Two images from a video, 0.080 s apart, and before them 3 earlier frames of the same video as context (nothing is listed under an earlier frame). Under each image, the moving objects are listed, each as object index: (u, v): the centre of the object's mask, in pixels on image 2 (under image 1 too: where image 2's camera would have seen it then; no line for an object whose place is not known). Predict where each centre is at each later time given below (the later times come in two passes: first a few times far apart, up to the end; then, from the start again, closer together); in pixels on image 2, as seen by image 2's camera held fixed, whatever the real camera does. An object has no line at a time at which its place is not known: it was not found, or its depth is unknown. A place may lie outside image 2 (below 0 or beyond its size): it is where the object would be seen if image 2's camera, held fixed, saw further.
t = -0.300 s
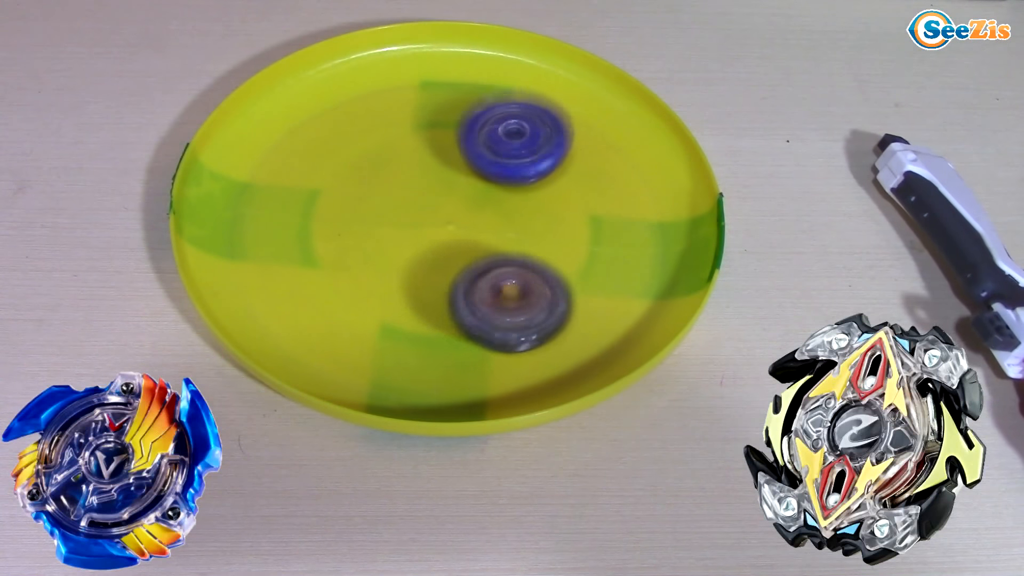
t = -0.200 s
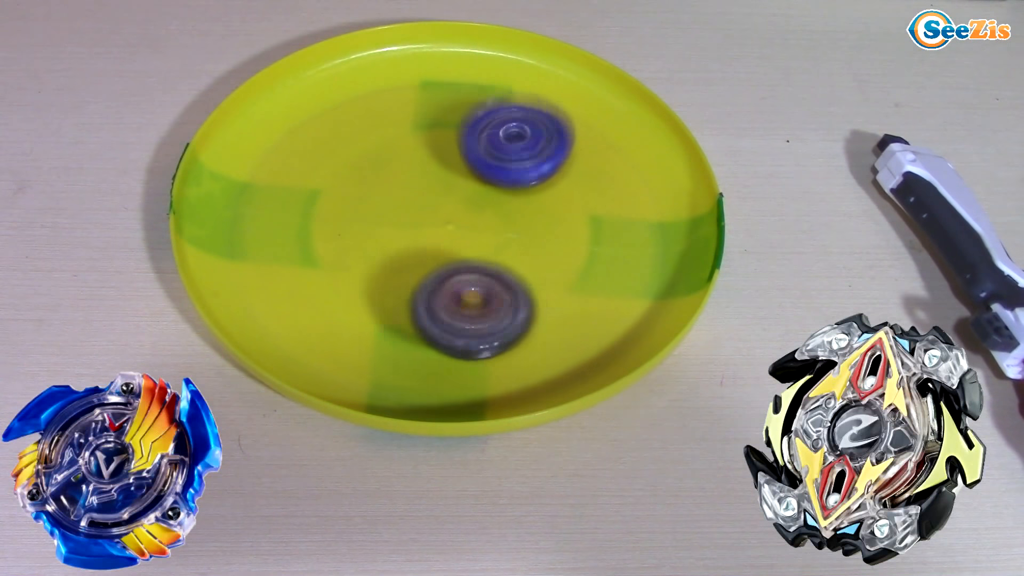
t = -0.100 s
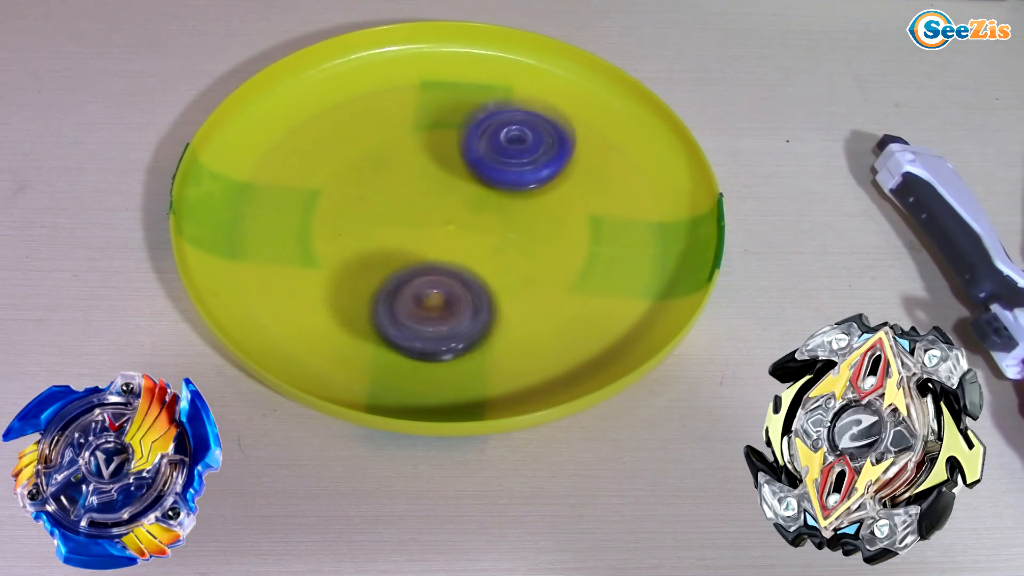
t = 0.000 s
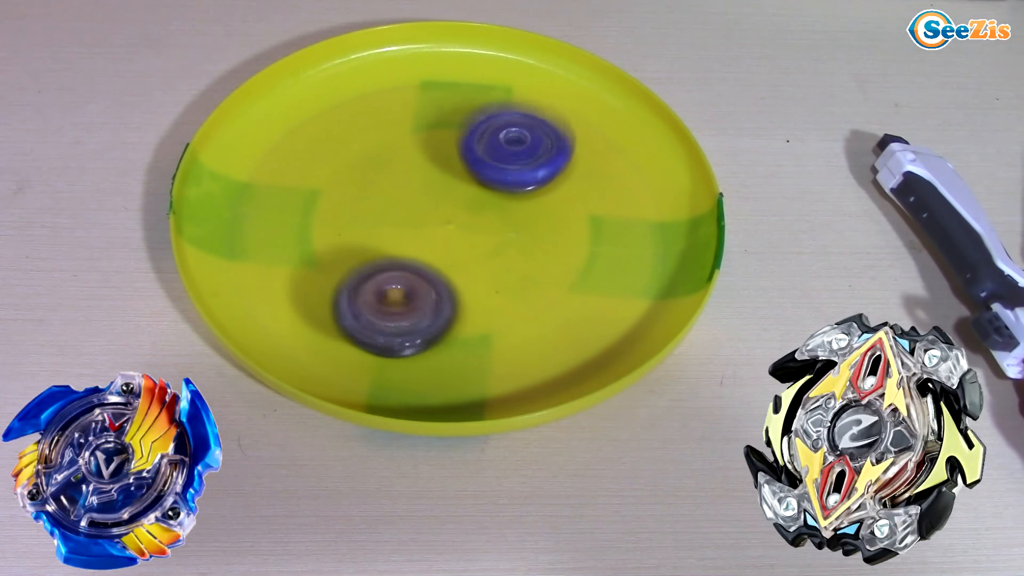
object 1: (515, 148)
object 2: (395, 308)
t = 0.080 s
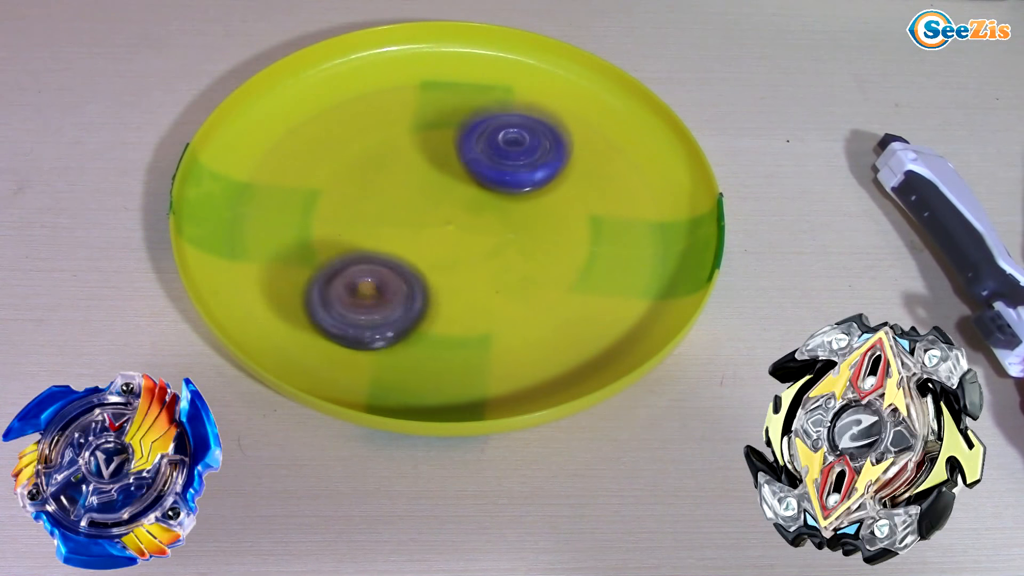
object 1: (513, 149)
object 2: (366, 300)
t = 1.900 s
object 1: (529, 159)
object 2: (518, 58)
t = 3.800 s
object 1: (523, 157)
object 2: (563, 275)
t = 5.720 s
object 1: (570, 148)
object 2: (502, 52)
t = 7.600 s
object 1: (590, 188)
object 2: (600, 91)
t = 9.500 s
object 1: (591, 178)
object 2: (530, 72)
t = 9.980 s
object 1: (600, 176)
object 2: (520, 54)
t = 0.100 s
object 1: (512, 149)
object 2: (360, 298)
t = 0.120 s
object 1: (512, 149)
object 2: (353, 296)
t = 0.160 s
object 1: (512, 149)
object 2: (340, 291)
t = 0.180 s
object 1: (511, 148)
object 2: (334, 288)
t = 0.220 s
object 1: (510, 149)
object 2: (322, 281)
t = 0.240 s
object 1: (509, 148)
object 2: (317, 278)
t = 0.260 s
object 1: (510, 148)
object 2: (311, 275)
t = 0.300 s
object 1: (509, 148)
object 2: (300, 267)
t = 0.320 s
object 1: (508, 147)
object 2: (295, 263)
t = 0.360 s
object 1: (507, 147)
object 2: (285, 254)
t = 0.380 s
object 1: (508, 145)
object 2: (281, 250)
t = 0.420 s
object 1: (508, 145)
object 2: (274, 241)
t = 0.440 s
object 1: (507, 144)
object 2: (270, 237)
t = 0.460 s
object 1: (508, 143)
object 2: (266, 232)
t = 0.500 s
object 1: (508, 142)
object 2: (261, 222)
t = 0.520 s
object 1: (509, 141)
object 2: (258, 218)
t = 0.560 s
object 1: (509, 140)
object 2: (254, 206)
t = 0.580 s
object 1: (508, 138)
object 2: (252, 202)
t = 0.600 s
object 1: (510, 138)
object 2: (251, 197)
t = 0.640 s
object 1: (510, 136)
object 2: (248, 187)
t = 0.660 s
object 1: (510, 136)
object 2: (247, 182)
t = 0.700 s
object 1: (511, 135)
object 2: (246, 171)
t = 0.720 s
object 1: (513, 135)
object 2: (245, 166)
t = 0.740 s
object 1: (513, 134)
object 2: (245, 161)
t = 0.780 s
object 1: (514, 132)
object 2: (247, 150)
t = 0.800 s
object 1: (516, 133)
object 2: (248, 146)
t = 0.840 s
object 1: (517, 132)
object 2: (251, 136)
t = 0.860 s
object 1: (518, 131)
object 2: (253, 131)
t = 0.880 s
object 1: (518, 132)
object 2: (255, 127)
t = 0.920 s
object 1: (520, 131)
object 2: (260, 120)
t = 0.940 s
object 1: (522, 131)
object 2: (262, 120)
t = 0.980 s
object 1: (524, 131)
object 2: (266, 118)
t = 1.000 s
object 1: (524, 131)
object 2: (268, 115)
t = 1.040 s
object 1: (526, 131)
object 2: (275, 108)
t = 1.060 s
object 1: (527, 131)
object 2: (279, 105)
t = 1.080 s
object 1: (528, 131)
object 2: (284, 101)
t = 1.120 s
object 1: (529, 132)
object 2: (293, 95)
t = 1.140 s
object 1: (531, 132)
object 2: (298, 92)
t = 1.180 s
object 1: (533, 132)
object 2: (308, 86)
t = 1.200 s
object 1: (533, 133)
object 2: (313, 83)
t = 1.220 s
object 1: (534, 133)
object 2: (319, 80)
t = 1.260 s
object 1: (535, 134)
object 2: (329, 76)
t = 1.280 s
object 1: (535, 134)
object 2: (335, 73)
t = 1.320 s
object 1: (535, 136)
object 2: (347, 69)
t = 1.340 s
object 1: (536, 137)
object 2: (354, 67)
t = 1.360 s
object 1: (536, 137)
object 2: (360, 66)
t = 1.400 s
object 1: (536, 138)
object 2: (372, 63)
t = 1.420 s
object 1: (535, 138)
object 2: (379, 61)
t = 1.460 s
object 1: (535, 138)
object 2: (391, 59)
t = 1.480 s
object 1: (536, 139)
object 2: (397, 58)
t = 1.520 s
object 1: (536, 140)
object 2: (410, 57)
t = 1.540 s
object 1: (535, 140)
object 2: (416, 57)
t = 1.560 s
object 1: (536, 141)
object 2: (421, 56)
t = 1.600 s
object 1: (535, 142)
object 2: (433, 56)
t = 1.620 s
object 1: (534, 141)
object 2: (438, 56)
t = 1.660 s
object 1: (534, 141)
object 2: (451, 57)
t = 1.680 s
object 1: (534, 142)
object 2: (456, 58)
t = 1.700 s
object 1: (534, 141)
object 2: (462, 59)
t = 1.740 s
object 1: (533, 141)
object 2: (473, 61)
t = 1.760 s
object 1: (533, 142)
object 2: (479, 62)
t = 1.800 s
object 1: (533, 142)
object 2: (490, 65)
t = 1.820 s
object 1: (533, 142)
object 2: (496, 66)
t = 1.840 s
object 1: (532, 143)
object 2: (501, 66)
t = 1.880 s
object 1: (530, 152)
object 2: (512, 61)
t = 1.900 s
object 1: (529, 159)
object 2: (518, 58)
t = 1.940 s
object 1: (528, 166)
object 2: (527, 53)
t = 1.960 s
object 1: (527, 170)
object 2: (527, 54)
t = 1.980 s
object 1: (526, 171)
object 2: (525, 57)
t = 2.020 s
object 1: (524, 174)
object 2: (522, 62)
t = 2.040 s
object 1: (524, 175)
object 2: (522, 63)
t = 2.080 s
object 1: (522, 177)
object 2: (526, 64)
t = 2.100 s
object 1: (520, 177)
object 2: (531, 66)
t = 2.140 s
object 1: (518, 178)
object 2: (539, 69)
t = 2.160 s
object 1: (517, 179)
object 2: (544, 71)
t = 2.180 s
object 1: (515, 179)
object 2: (548, 73)
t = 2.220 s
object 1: (512, 179)
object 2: (557, 78)
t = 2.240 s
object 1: (512, 179)
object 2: (560, 80)
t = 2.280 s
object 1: (509, 179)
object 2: (569, 85)
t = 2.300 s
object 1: (507, 178)
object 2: (571, 88)
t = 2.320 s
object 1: (506, 179)
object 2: (576, 91)
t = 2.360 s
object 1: (504, 176)
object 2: (582, 97)
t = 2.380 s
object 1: (504, 176)
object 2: (586, 100)
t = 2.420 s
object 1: (502, 174)
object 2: (593, 106)
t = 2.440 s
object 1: (501, 172)
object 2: (596, 110)
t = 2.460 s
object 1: (502, 172)
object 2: (598, 113)
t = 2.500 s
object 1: (503, 168)
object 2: (604, 120)
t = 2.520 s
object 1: (501, 167)
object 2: (606, 123)
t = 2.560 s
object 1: (501, 164)
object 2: (611, 130)
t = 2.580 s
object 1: (503, 163)
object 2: (614, 134)
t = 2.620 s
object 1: (504, 160)
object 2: (617, 141)
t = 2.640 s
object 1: (504, 159)
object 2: (619, 145)
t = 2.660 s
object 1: (504, 157)
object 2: (621, 148)
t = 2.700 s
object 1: (502, 155)
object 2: (630, 157)
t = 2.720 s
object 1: (501, 153)
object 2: (632, 160)
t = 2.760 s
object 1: (502, 151)
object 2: (639, 167)
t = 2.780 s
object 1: (504, 150)
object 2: (641, 171)
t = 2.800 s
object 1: (504, 148)
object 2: (645, 174)
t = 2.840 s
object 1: (506, 147)
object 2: (650, 182)
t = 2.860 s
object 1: (508, 145)
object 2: (652, 186)
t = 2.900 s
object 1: (510, 144)
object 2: (656, 194)
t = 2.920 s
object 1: (512, 144)
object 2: (658, 198)
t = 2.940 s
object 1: (513, 144)
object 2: (660, 202)
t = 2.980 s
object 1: (516, 143)
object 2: (662, 211)
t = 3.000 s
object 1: (518, 143)
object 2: (664, 215)
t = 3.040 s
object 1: (520, 144)
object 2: (666, 224)
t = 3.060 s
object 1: (521, 143)
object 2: (668, 228)
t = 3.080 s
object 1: (524, 144)
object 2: (667, 232)
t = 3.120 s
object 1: (526, 144)
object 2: (665, 232)
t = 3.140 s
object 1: (526, 145)
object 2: (664, 231)
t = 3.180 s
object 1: (527, 146)
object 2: (663, 232)
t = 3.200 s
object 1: (529, 146)
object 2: (663, 234)
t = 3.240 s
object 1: (531, 147)
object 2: (659, 241)
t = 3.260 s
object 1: (532, 148)
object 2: (657, 244)
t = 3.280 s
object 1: (533, 149)
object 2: (655, 247)
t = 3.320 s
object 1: (534, 150)
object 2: (650, 252)
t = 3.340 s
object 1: (534, 151)
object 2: (647, 255)
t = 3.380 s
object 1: (535, 153)
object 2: (641, 259)
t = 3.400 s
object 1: (534, 153)
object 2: (639, 262)
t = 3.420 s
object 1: (536, 154)
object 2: (635, 263)
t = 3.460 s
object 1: (535, 156)
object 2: (629, 266)
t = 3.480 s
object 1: (533, 157)
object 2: (625, 269)
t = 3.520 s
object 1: (532, 158)
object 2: (618, 271)
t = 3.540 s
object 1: (532, 158)
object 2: (615, 273)
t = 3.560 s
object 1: (532, 159)
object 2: (611, 274)
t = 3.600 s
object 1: (531, 160)
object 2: (604, 276)
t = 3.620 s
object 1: (529, 161)
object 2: (599, 276)
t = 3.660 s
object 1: (527, 160)
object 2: (592, 277)
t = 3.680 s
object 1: (528, 161)
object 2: (588, 278)
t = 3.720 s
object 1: (526, 159)
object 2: (580, 278)
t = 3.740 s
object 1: (524, 159)
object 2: (577, 278)
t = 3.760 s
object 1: (524, 158)
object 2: (572, 277)
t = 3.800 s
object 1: (523, 157)
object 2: (563, 275)
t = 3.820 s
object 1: (523, 156)
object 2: (560, 275)
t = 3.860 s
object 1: (522, 155)
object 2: (552, 273)
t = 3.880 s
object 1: (521, 154)
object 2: (549, 272)
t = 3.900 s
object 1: (522, 154)
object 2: (545, 271)
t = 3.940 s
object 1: (522, 152)
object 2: (538, 268)
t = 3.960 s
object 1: (520, 151)
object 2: (534, 266)
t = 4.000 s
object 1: (522, 150)
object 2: (527, 263)
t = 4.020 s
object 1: (522, 148)
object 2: (525, 261)
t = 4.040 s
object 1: (523, 148)
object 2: (521, 258)
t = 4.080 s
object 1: (523, 146)
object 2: (516, 253)
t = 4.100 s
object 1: (524, 145)
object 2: (512, 251)
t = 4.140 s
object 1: (525, 143)
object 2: (506, 246)
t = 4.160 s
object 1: (527, 144)
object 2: (504, 244)
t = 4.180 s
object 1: (526, 143)
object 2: (501, 241)
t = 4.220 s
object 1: (529, 143)
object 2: (496, 235)
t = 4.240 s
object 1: (530, 141)
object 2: (492, 232)
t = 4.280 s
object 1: (532, 141)
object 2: (487, 226)
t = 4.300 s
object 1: (533, 141)
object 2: (486, 223)
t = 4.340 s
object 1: (537, 141)
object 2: (481, 217)
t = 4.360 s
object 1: (539, 140)
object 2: (478, 215)
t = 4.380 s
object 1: (544, 140)
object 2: (475, 213)
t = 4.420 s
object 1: (547, 139)
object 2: (469, 209)
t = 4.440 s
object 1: (549, 140)
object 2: (466, 207)
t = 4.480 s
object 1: (552, 140)
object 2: (461, 202)
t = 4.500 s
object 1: (553, 140)
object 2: (460, 200)
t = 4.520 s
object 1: (555, 140)
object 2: (457, 198)
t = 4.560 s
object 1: (557, 141)
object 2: (453, 194)
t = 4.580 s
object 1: (557, 142)
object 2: (451, 192)
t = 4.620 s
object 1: (560, 144)
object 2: (446, 189)
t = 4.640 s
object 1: (560, 144)
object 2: (443, 186)
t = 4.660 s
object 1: (562, 144)
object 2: (441, 184)
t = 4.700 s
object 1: (562, 146)
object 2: (442, 179)
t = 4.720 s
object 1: (562, 146)
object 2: (444, 177)
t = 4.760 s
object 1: (563, 148)
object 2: (445, 172)
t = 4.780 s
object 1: (563, 148)
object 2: (446, 169)
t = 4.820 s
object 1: (565, 150)
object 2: (445, 164)
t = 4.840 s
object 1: (569, 151)
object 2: (443, 163)
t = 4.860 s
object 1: (572, 152)
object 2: (442, 160)
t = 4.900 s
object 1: (573, 154)
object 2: (440, 155)
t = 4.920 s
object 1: (575, 156)
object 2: (438, 152)
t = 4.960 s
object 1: (574, 157)
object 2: (436, 146)
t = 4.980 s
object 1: (574, 158)
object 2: (436, 143)
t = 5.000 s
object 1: (574, 159)
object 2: (435, 141)
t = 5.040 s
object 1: (573, 160)
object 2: (435, 135)
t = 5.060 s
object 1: (574, 161)
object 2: (434, 132)
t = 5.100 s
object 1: (572, 161)
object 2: (435, 126)
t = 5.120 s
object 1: (571, 162)
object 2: (436, 123)
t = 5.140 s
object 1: (570, 162)
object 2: (435, 120)
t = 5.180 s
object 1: (568, 162)
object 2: (436, 114)
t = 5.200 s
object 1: (569, 162)
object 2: (437, 111)
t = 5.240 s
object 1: (567, 162)
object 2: (439, 105)
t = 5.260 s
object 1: (566, 162)
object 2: (441, 103)
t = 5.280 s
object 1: (566, 161)
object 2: (442, 99)
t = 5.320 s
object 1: (565, 160)
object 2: (445, 94)
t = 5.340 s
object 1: (565, 161)
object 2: (447, 91)
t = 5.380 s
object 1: (565, 159)
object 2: (450, 86)
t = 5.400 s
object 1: (563, 159)
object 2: (453, 83)
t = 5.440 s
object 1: (564, 156)
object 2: (458, 78)
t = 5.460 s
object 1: (563, 156)
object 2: (460, 76)
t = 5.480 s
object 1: (564, 156)
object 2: (463, 73)
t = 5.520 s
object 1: (564, 154)
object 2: (469, 68)
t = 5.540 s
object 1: (564, 153)
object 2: (472, 66)
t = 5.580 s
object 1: (565, 151)
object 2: (478, 62)
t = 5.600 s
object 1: (565, 151)
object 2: (482, 60)
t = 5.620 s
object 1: (567, 151)
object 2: (484, 59)
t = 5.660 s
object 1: (568, 149)
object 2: (491, 55)
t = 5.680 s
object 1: (568, 150)
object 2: (495, 54)
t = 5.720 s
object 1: (570, 148)
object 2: (502, 52)
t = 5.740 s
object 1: (571, 148)
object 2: (506, 50)
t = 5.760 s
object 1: (573, 148)
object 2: (506, 50)
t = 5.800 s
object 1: (575, 146)
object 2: (502, 52)
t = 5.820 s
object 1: (576, 146)
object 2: (500, 52)
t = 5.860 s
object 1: (578, 147)
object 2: (497, 53)
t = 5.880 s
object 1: (578, 146)
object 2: (499, 53)
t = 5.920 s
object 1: (580, 147)
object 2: (505, 55)
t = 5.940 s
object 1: (582, 147)
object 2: (510, 57)
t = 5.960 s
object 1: (583, 148)
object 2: (513, 58)
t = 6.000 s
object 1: (584, 149)
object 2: (520, 62)
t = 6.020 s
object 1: (583, 148)
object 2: (524, 64)
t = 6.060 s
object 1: (585, 150)
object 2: (530, 67)
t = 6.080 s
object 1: (587, 151)
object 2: (534, 69)
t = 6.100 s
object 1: (587, 153)
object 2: (536, 72)
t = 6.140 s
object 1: (589, 154)
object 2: (542, 76)
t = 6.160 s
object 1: (588, 154)
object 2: (545, 78)
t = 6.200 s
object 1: (591, 164)
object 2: (550, 74)
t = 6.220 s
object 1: (593, 170)
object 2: (551, 72)
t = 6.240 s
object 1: (595, 176)
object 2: (553, 70)
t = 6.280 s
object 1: (596, 182)
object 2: (556, 67)
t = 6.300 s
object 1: (595, 184)
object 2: (557, 65)
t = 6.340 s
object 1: (594, 187)
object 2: (554, 64)
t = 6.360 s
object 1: (593, 188)
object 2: (552, 64)
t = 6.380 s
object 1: (593, 190)
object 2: (547, 64)
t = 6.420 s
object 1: (591, 190)
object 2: (539, 62)
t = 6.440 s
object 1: (590, 191)
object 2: (539, 62)
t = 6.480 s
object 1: (587, 191)
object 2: (541, 62)
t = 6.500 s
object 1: (586, 191)
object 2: (542, 62)
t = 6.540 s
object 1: (584, 190)
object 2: (545, 63)
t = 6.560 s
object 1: (582, 189)
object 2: (548, 64)
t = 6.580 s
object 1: (581, 189)
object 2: (549, 65)
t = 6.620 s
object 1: (579, 187)
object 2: (552, 66)
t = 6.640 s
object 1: (578, 187)
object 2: (554, 67)
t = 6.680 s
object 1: (577, 185)
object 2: (557, 68)
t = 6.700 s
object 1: (576, 184)
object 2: (558, 69)
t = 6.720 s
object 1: (577, 181)
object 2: (560, 70)
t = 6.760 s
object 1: (576, 179)
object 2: (563, 71)
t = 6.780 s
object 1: (578, 178)
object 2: (564, 72)
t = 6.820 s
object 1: (578, 176)
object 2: (567, 74)
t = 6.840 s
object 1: (580, 175)
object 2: (569, 75)
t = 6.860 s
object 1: (579, 174)
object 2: (570, 76)
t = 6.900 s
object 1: (581, 174)
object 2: (570, 77)
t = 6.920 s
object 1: (582, 172)
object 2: (572, 78)
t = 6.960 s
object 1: (585, 172)
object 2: (575, 80)
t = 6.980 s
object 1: (587, 171)
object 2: (575, 80)
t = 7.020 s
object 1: (588, 172)
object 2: (577, 82)
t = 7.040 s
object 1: (591, 172)
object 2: (579, 84)
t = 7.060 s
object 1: (591, 172)
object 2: (578, 84)
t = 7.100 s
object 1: (593, 172)
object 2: (580, 86)
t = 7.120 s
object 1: (593, 172)
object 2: (582, 87)
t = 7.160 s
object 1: (595, 172)
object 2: (583, 89)
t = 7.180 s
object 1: (595, 172)
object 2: (583, 90)
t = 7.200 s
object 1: (597, 173)
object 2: (585, 91)
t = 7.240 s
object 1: (597, 174)
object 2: (585, 92)
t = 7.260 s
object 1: (597, 178)
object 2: (586, 93)
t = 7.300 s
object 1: (600, 179)
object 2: (587, 93)
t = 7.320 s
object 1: (600, 181)
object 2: (589, 93)
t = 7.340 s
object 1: (600, 181)
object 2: (589, 93)
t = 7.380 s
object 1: (600, 185)
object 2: (591, 91)
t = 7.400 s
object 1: (600, 185)
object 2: (592, 92)
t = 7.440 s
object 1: (598, 187)
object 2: (594, 91)
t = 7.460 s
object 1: (598, 188)
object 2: (594, 91)
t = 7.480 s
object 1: (596, 188)
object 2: (595, 91)
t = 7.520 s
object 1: (594, 190)
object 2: (597, 90)
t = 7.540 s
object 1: (593, 189)
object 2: (597, 90)
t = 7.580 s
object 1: (591, 188)
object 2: (599, 91)
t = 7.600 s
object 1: (590, 188)
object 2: (600, 91)
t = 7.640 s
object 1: (588, 186)
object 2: (602, 91)
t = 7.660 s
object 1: (587, 186)
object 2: (601, 91)
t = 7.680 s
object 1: (586, 185)
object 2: (599, 91)
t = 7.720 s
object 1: (585, 182)
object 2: (595, 89)
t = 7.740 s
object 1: (585, 181)
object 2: (596, 90)
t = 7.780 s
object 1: (585, 179)
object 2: (598, 91)
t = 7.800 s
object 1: (585, 178)
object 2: (598, 91)
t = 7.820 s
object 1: (585, 177)
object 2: (599, 92)
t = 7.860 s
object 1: (584, 175)
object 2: (601, 92)
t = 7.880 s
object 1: (586, 173)
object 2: (602, 93)
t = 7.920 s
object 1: (584, 175)
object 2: (606, 93)
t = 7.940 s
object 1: (582, 179)
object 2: (608, 91)
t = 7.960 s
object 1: (578, 179)
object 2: (605, 90)
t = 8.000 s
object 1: (575, 180)
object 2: (595, 87)
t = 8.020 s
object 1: (573, 179)
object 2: (591, 86)
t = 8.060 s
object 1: (574, 178)
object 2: (590, 85)
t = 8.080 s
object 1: (573, 177)
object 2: (589, 84)
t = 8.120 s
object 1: (576, 178)
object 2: (587, 84)
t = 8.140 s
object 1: (575, 178)
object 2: (588, 84)
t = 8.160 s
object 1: (577, 178)
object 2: (587, 83)
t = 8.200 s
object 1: (576, 178)
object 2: (586, 82)
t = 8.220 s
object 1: (578, 179)
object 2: (587, 81)
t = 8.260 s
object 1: (577, 178)
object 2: (586, 80)
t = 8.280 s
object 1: (579, 179)
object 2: (586, 80)
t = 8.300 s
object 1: (577, 180)
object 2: (585, 80)
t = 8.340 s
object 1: (579, 180)
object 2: (585, 79)
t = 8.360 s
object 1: (577, 180)
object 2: (585, 79)
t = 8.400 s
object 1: (579, 180)
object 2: (584, 78)
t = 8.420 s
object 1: (578, 180)
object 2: (580, 78)
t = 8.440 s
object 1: (579, 180)
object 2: (578, 77)
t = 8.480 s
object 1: (578, 179)
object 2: (578, 77)
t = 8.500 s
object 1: (579, 179)
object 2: (578, 77)
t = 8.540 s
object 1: (579, 179)
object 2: (577, 76)
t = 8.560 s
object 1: (580, 180)
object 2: (577, 76)
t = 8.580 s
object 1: (578, 179)
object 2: (577, 76)
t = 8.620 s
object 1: (580, 179)
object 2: (577, 76)
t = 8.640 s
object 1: (579, 179)
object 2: (577, 76)
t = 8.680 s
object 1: (580, 179)
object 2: (578, 75)
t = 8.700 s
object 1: (579, 178)
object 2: (578, 75)
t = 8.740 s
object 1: (580, 177)
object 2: (574, 75)
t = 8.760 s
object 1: (580, 177)
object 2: (571, 74)
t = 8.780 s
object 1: (582, 177)
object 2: (571, 74)
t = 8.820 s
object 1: (582, 176)
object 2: (571, 73)
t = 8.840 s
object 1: (584, 177)
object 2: (572, 74)
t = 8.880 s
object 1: (584, 176)
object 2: (570, 74)
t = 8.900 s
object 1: (586, 177)
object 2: (569, 74)
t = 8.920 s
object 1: (584, 177)
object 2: (569, 73)
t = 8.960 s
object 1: (586, 177)
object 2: (567, 75)
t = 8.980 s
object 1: (586, 178)
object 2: (567, 76)
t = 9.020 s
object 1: (588, 177)
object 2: (564, 76)
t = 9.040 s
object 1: (587, 177)
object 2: (562, 77)
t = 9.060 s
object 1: (589, 177)
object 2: (561, 77)
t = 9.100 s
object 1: (588, 177)
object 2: (559, 77)
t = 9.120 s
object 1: (590, 178)
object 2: (557, 77)
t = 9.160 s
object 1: (589, 178)
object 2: (554, 77)
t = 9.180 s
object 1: (591, 178)
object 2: (552, 78)
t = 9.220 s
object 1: (590, 178)
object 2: (549, 78)
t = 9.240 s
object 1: (591, 178)
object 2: (547, 78)
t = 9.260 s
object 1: (590, 178)
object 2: (546, 77)
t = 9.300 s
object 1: (592, 178)
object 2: (541, 77)
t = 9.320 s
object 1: (591, 178)
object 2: (541, 77)
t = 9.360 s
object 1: (592, 179)
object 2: (537, 76)
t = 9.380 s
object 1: (591, 178)
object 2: (536, 75)
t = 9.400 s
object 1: (592, 178)
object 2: (534, 75)
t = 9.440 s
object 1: (592, 178)
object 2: (532, 74)
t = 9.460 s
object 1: (593, 178)
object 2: (531, 73)
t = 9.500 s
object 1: (591, 178)
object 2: (530, 72)
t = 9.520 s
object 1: (593, 178)
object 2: (529, 72)
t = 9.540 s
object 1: (592, 178)
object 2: (527, 71)
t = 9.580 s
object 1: (593, 179)
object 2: (526, 69)
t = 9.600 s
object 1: (592, 177)
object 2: (525, 68)
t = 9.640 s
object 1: (594, 177)
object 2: (523, 67)
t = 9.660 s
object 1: (592, 177)
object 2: (523, 66)
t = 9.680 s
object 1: (594, 176)
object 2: (522, 65)
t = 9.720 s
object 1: (593, 176)
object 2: (522, 64)
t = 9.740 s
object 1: (595, 176)
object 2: (520, 63)
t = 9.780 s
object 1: (595, 176)
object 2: (521, 61)
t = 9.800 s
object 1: (597, 176)
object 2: (521, 60)
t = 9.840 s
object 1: (596, 176)
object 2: (520, 59)
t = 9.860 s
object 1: (597, 177)
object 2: (522, 58)
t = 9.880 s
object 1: (598, 176)
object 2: (521, 57)
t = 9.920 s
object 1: (599, 177)
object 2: (523, 55)
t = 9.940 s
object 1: (599, 176)
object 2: (522, 54)
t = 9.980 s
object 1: (600, 176)
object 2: (520, 54)
